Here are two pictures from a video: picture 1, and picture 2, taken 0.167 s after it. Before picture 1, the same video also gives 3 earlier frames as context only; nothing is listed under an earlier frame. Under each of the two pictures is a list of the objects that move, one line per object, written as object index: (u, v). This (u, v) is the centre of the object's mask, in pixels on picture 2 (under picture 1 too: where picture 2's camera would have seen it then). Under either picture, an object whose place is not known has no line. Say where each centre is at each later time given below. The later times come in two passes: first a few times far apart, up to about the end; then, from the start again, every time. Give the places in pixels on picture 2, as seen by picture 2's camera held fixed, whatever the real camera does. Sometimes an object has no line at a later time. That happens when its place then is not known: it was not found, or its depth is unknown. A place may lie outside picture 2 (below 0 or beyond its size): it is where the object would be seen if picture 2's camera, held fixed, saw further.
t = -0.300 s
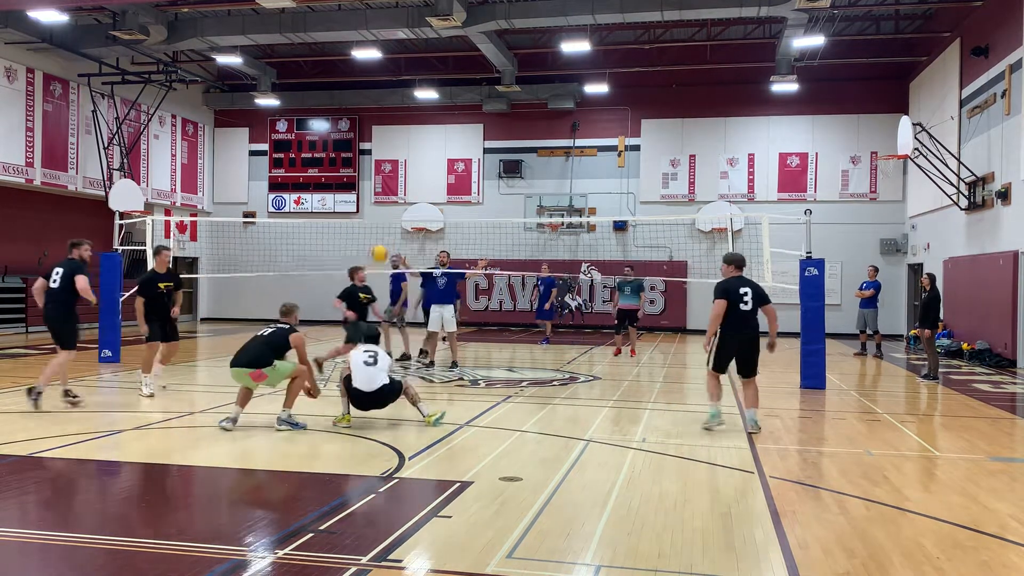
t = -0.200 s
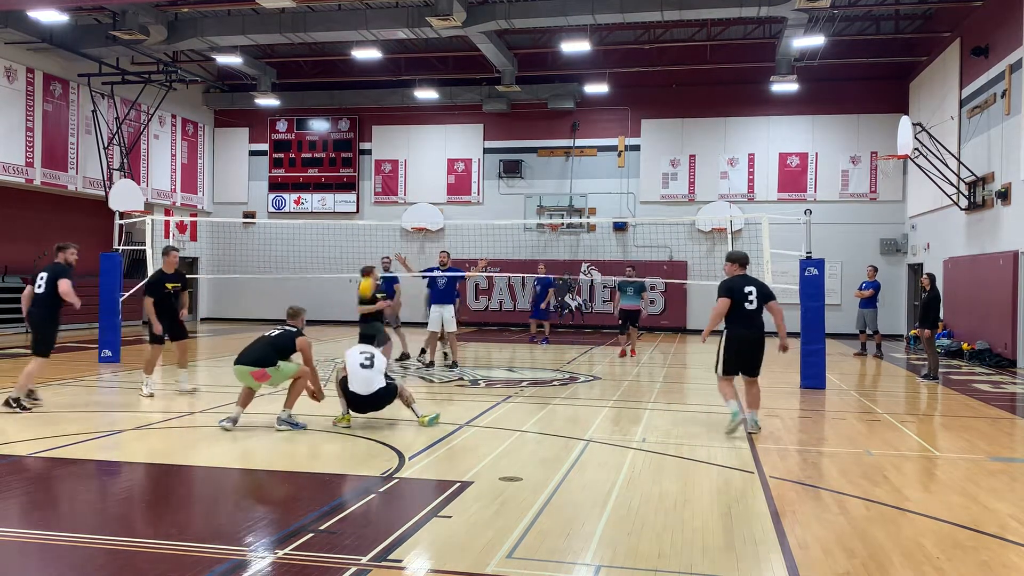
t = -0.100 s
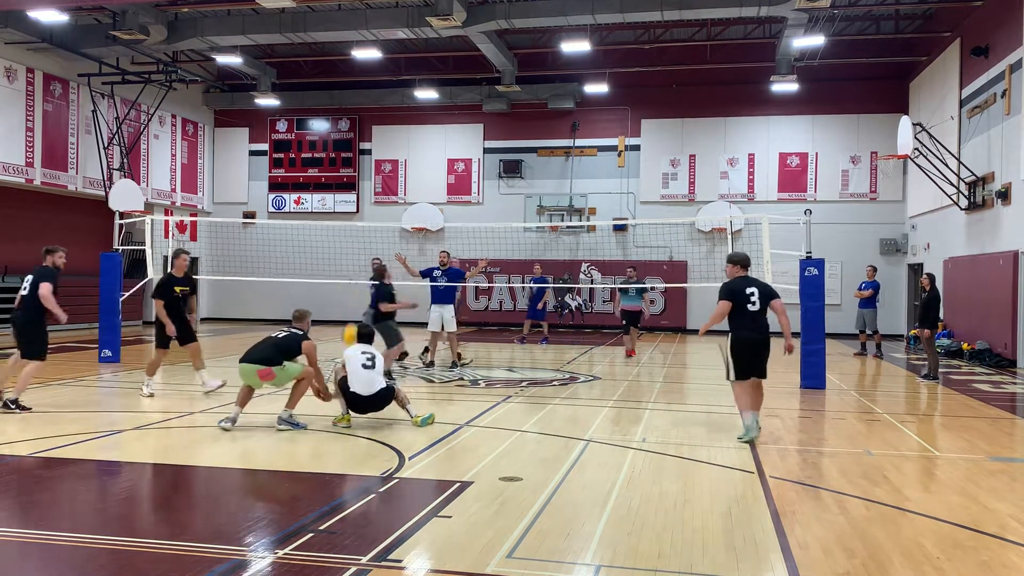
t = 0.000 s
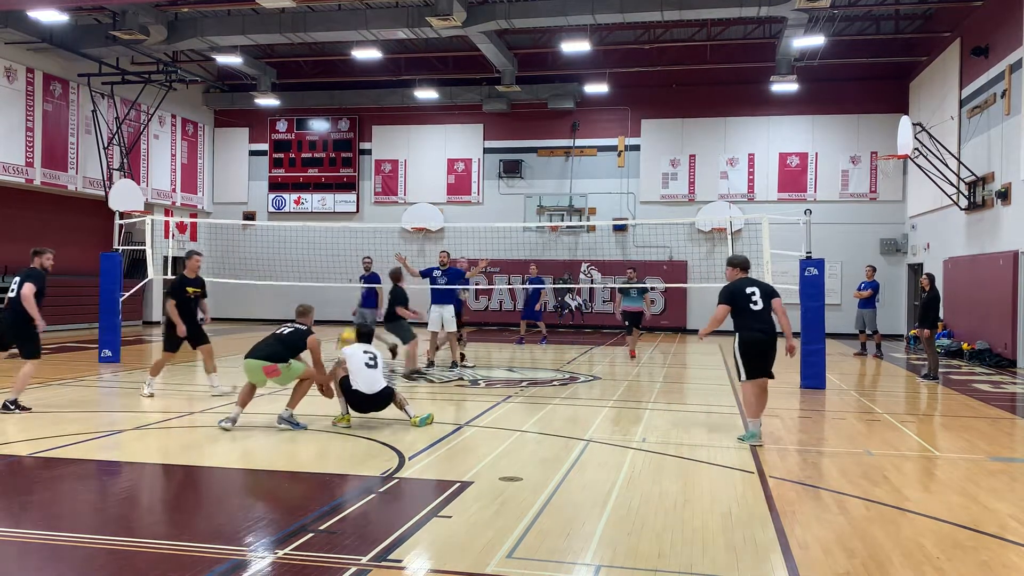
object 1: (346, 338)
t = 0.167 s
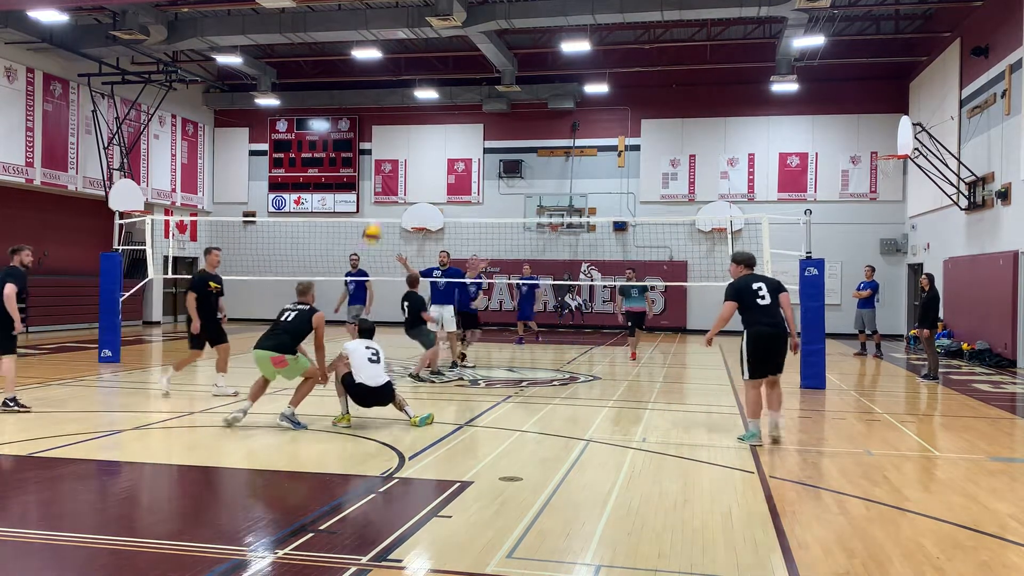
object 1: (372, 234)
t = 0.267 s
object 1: (384, 185)
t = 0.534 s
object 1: (419, 100)
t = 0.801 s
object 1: (453, 79)
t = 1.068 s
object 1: (484, 121)
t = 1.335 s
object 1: (512, 219)
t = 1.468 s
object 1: (525, 289)
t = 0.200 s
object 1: (376, 216)
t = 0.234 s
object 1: (381, 199)
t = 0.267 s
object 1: (384, 185)
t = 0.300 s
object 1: (389, 169)
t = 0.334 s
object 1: (394, 158)
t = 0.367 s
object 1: (399, 145)
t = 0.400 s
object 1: (403, 133)
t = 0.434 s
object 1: (407, 123)
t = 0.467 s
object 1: (412, 114)
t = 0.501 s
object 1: (415, 108)
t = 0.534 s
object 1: (419, 100)
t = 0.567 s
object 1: (425, 93)
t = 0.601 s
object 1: (429, 88)
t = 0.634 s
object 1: (433, 83)
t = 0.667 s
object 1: (437, 80)
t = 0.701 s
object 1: (441, 79)
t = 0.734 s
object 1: (445, 78)
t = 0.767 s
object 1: (449, 78)
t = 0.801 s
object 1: (453, 79)
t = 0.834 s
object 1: (457, 81)
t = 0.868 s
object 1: (461, 84)
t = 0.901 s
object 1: (465, 88)
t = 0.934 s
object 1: (468, 92)
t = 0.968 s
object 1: (472, 98)
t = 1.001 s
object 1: (476, 105)
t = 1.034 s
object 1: (480, 112)
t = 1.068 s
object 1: (484, 121)
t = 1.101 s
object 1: (487, 130)
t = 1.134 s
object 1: (491, 140)
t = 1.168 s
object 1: (494, 152)
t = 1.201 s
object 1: (498, 164)
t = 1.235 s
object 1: (503, 176)
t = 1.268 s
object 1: (504, 189)
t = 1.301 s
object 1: (508, 205)
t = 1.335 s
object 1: (512, 219)
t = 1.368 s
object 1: (516, 236)
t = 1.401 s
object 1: (519, 254)
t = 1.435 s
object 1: (522, 270)
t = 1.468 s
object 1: (525, 289)
